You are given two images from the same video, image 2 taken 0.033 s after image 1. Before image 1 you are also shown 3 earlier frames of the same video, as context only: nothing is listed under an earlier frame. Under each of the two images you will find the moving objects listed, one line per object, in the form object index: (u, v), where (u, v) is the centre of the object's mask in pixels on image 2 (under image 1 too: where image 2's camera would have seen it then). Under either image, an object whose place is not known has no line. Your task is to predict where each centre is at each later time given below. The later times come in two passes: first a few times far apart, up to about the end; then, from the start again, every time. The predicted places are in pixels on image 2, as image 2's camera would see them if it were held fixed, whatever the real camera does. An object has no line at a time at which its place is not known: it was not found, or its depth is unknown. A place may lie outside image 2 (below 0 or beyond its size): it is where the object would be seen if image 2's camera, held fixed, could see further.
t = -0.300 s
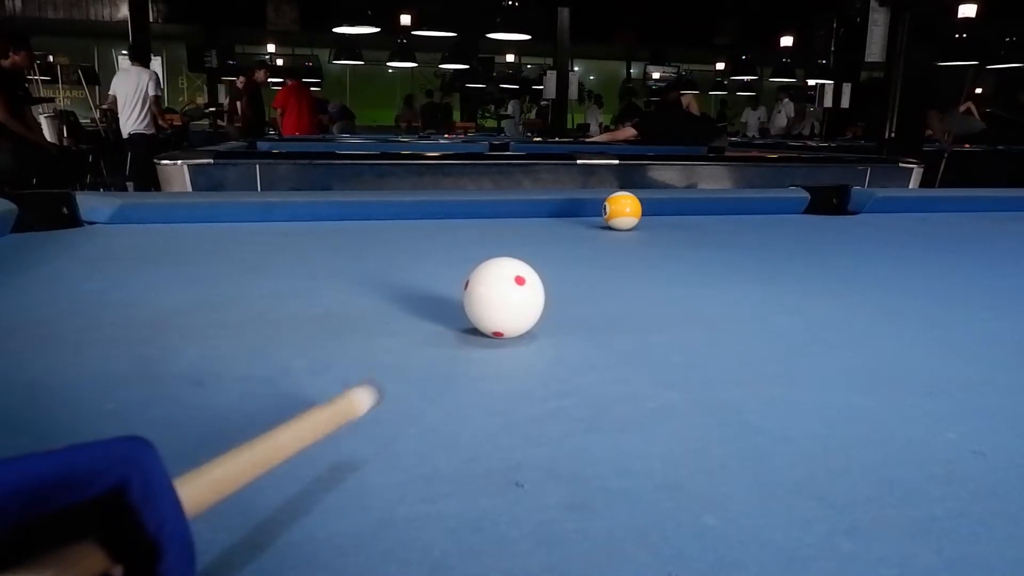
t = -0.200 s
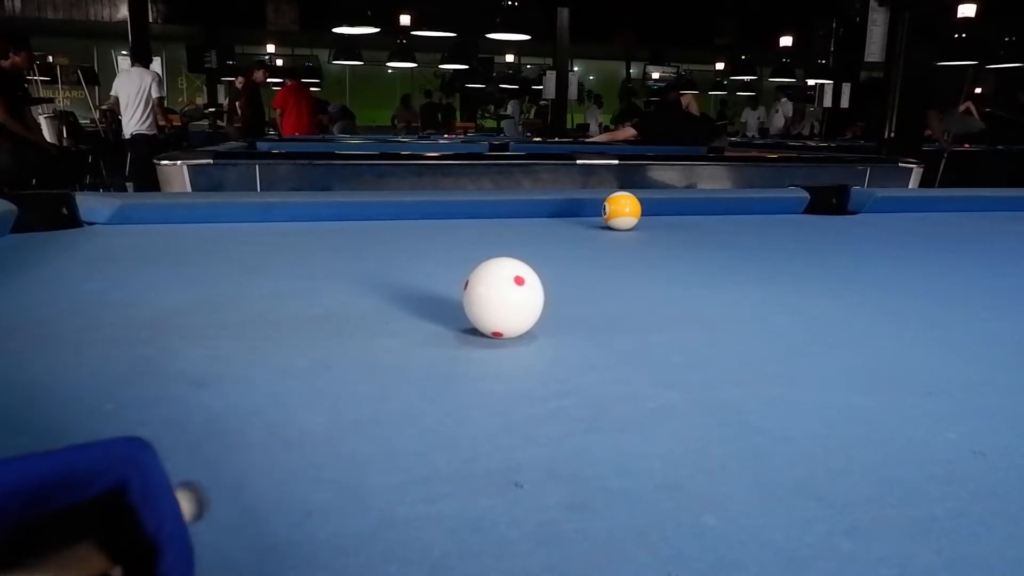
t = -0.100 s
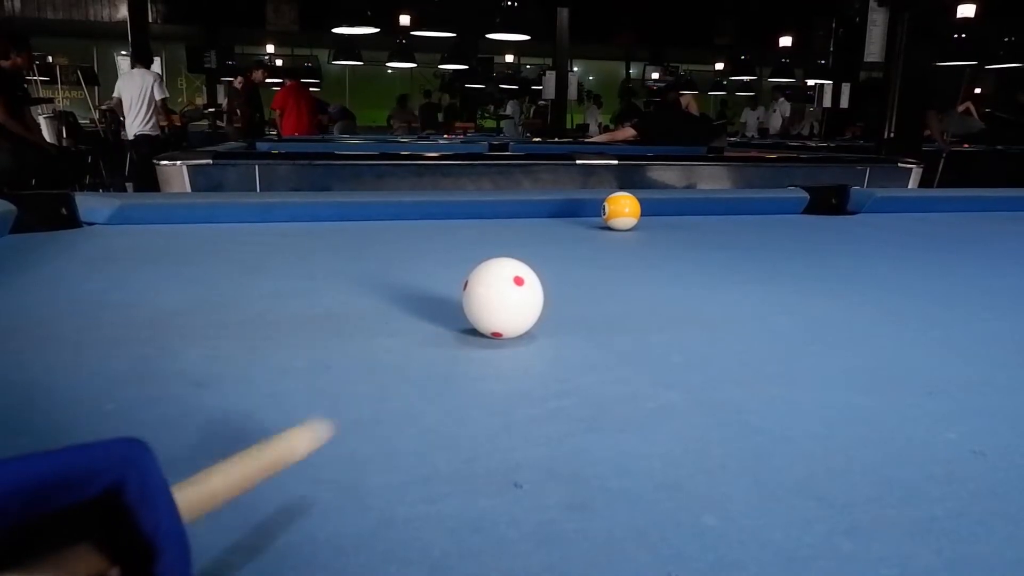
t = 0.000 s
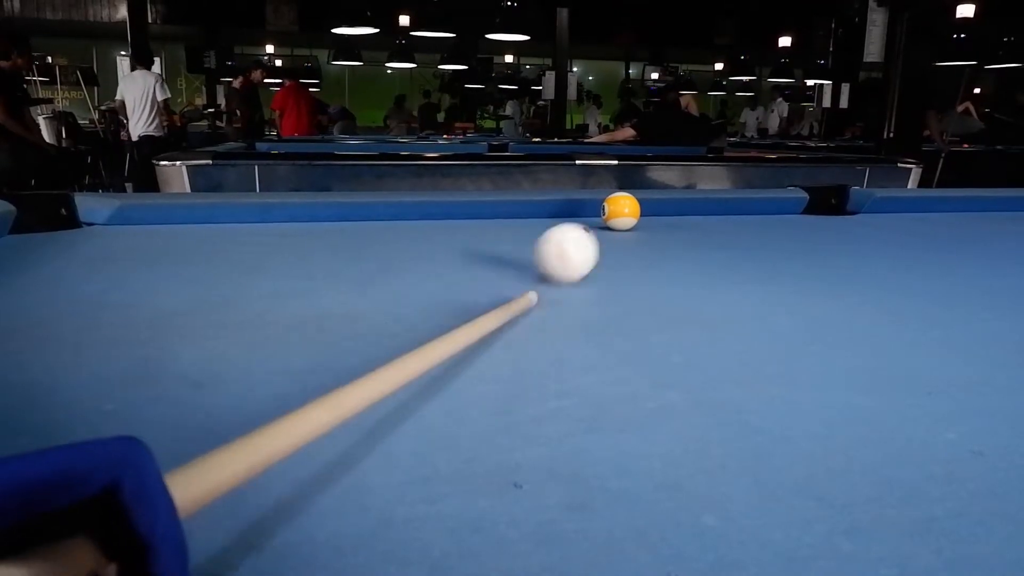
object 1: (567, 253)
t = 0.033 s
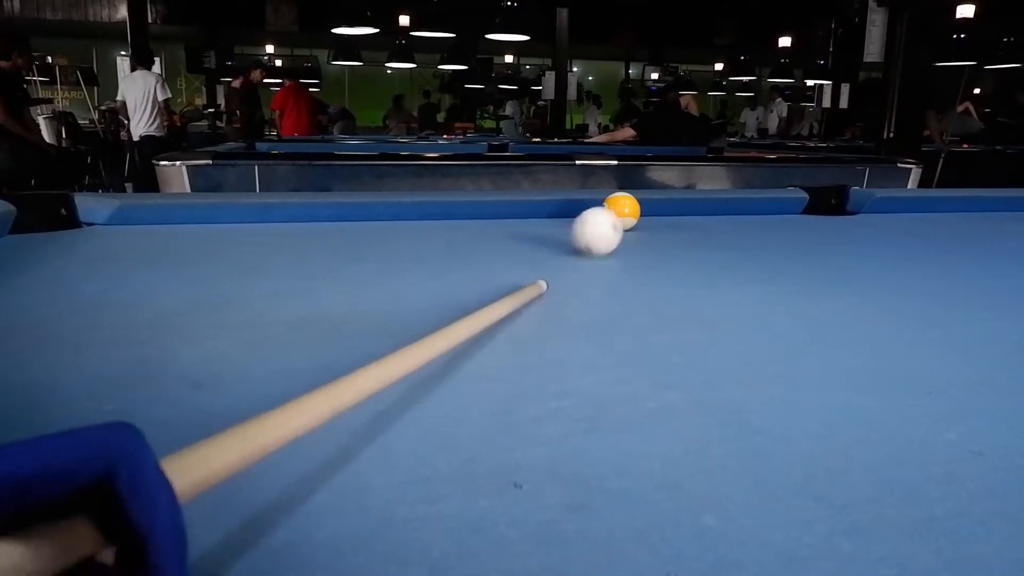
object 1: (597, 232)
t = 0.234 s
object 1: (674, 220)
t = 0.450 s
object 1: (729, 234)
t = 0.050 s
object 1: (608, 223)
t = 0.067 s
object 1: (619, 216)
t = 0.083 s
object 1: (625, 216)
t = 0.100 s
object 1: (632, 216)
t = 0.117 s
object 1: (637, 216)
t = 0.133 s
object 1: (643, 217)
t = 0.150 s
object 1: (649, 217)
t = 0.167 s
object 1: (655, 217)
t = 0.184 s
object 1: (660, 218)
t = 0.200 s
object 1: (665, 218)
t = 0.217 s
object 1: (670, 219)
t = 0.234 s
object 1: (674, 220)
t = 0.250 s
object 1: (679, 220)
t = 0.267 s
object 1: (683, 221)
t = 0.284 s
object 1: (688, 222)
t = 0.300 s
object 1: (692, 223)
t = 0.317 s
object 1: (696, 224)
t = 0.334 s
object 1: (700, 225)
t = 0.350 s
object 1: (704, 226)
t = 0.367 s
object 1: (708, 227)
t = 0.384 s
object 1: (712, 228)
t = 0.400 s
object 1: (716, 230)
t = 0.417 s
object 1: (721, 231)
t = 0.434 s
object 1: (725, 232)
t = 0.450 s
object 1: (729, 234)
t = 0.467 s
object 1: (733, 235)
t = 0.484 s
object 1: (738, 237)
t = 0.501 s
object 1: (742, 239)
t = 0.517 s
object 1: (746, 240)
